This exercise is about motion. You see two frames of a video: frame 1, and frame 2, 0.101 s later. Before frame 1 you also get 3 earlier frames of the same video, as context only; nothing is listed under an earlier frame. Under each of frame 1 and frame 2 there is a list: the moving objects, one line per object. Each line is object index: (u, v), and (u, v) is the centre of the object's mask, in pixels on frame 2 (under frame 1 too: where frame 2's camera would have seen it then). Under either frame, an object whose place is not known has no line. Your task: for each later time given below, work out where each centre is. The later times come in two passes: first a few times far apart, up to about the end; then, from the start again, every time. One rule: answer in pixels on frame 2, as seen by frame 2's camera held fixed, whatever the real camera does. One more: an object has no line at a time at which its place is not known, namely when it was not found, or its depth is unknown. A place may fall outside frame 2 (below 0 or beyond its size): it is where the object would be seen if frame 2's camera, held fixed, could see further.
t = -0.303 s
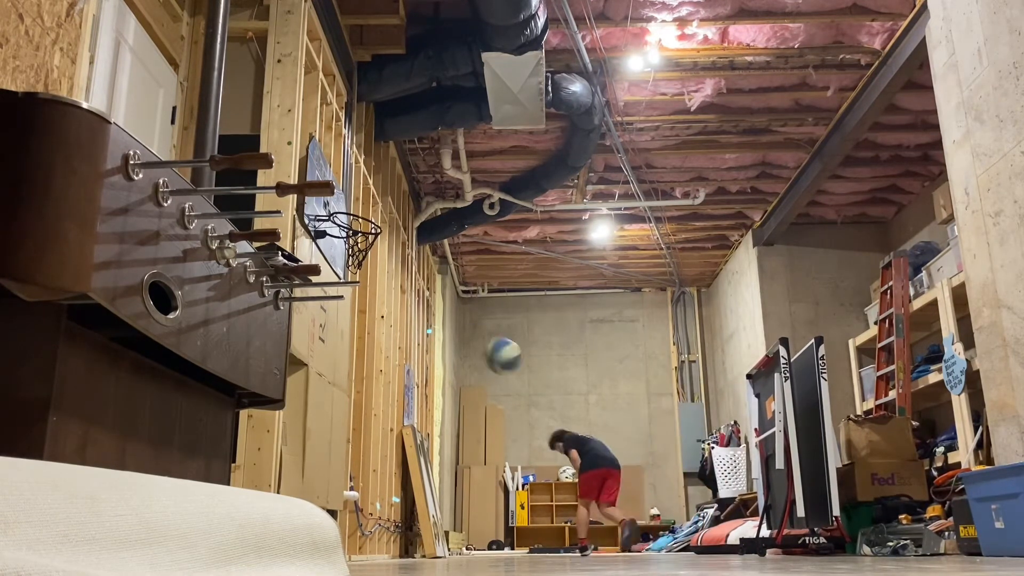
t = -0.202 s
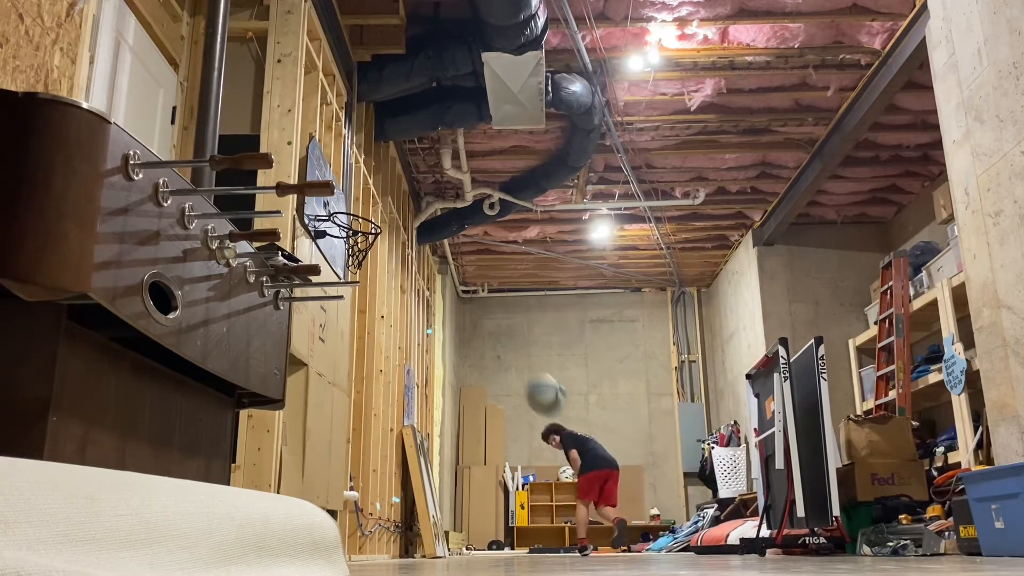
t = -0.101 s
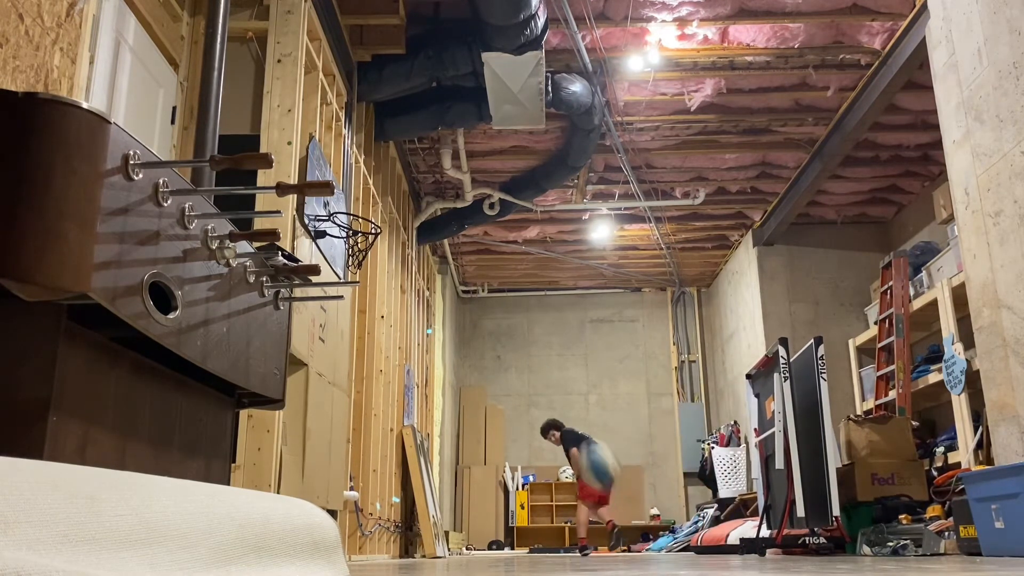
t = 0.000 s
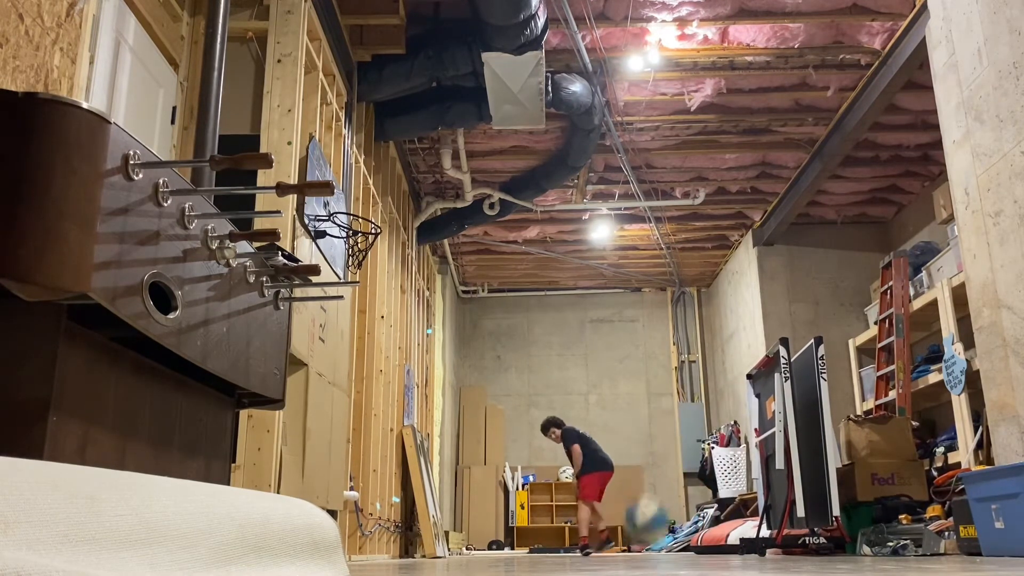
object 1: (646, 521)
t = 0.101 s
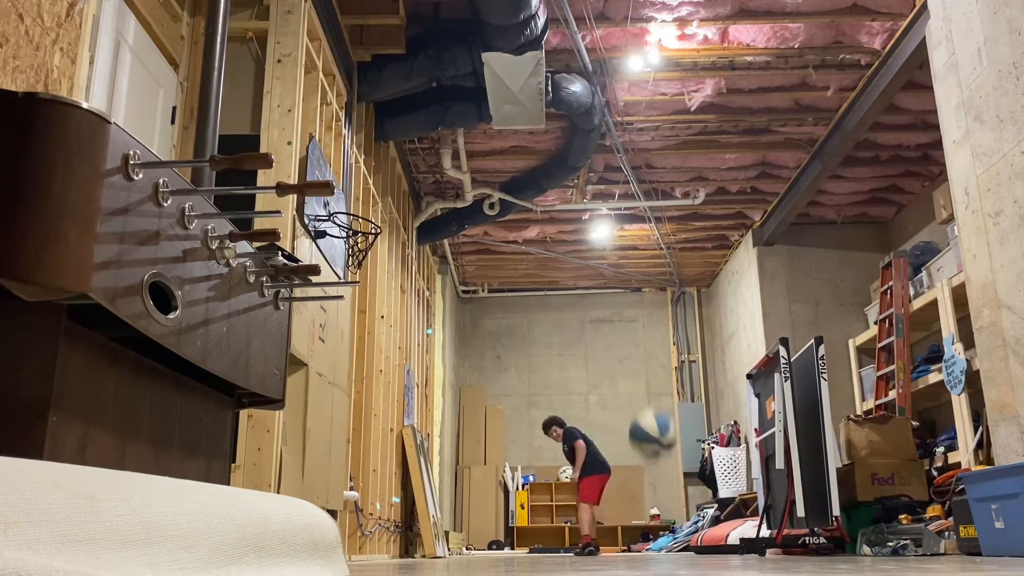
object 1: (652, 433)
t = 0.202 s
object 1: (661, 368)
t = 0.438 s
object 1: (691, 305)
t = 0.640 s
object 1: (735, 374)
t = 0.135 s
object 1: (655, 410)
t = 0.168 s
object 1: (657, 388)
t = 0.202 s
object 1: (661, 368)
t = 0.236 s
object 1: (664, 351)
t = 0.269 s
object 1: (667, 334)
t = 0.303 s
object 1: (672, 324)
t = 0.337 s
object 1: (676, 314)
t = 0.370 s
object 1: (681, 307)
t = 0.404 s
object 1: (686, 305)
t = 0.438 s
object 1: (691, 305)
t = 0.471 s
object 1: (697, 305)
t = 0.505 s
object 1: (703, 310)
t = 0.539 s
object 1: (710, 320)
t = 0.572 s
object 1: (718, 333)
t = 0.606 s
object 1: (727, 351)
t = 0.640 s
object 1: (735, 374)
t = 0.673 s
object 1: (746, 403)
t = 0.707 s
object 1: (759, 435)
